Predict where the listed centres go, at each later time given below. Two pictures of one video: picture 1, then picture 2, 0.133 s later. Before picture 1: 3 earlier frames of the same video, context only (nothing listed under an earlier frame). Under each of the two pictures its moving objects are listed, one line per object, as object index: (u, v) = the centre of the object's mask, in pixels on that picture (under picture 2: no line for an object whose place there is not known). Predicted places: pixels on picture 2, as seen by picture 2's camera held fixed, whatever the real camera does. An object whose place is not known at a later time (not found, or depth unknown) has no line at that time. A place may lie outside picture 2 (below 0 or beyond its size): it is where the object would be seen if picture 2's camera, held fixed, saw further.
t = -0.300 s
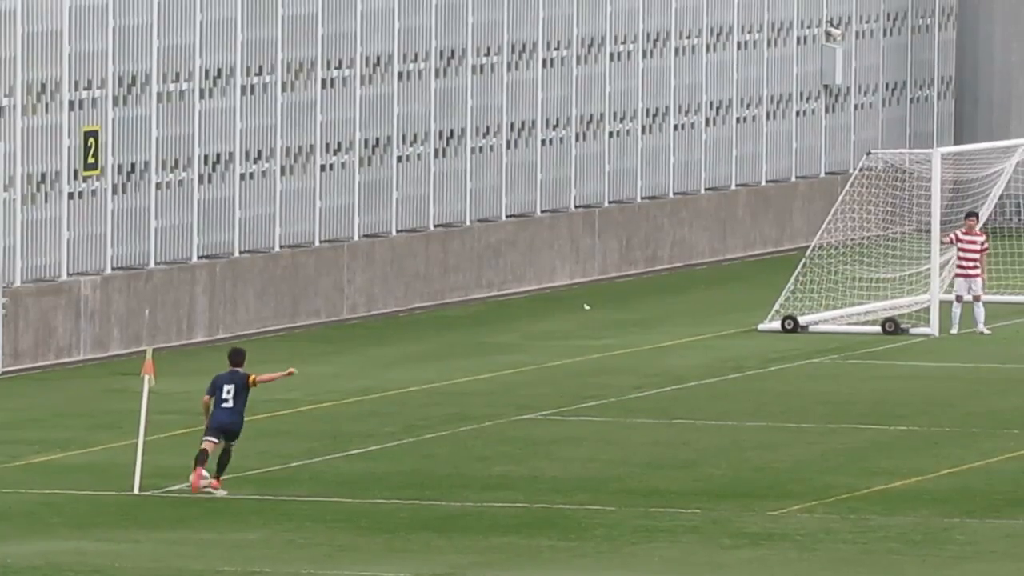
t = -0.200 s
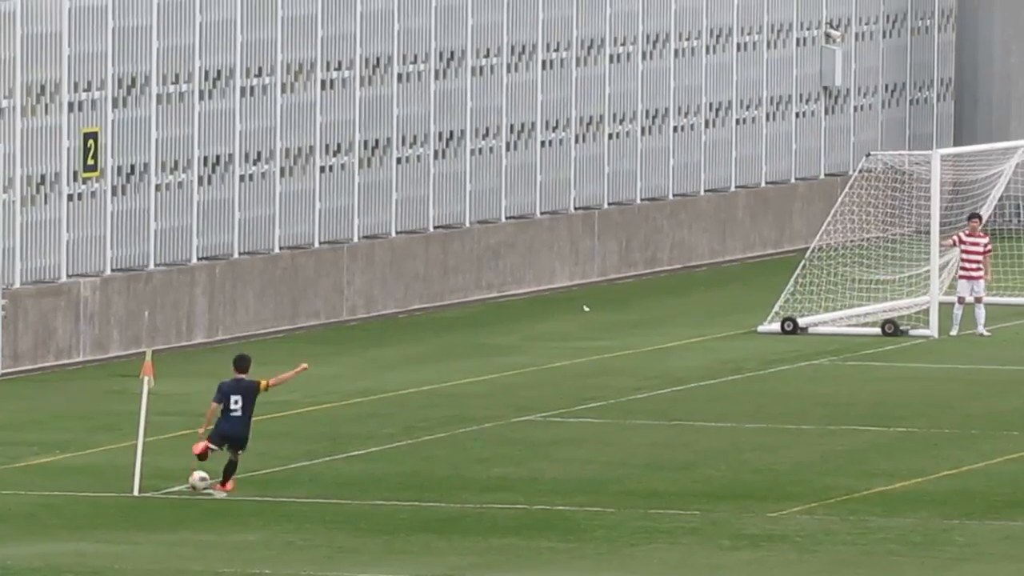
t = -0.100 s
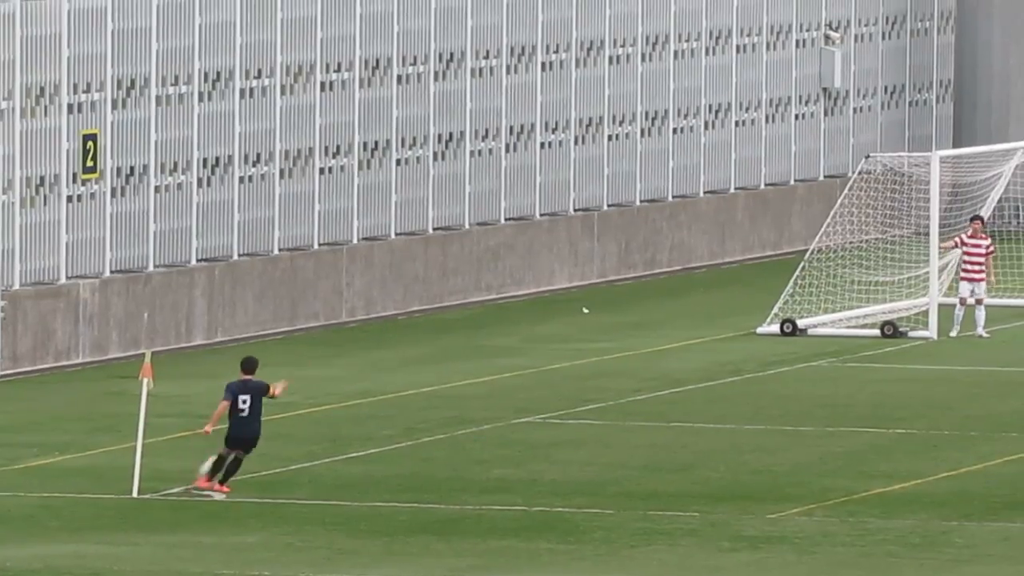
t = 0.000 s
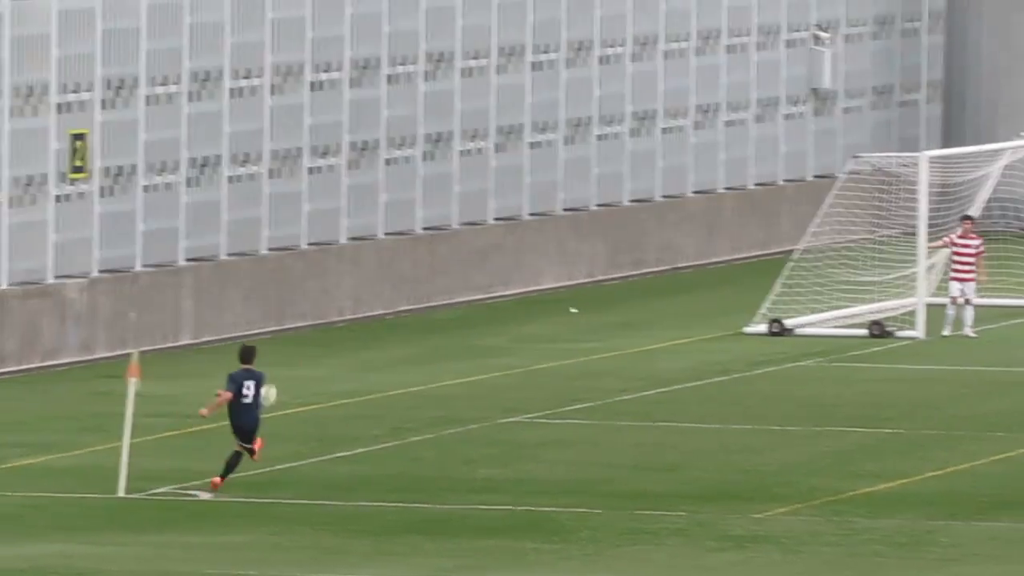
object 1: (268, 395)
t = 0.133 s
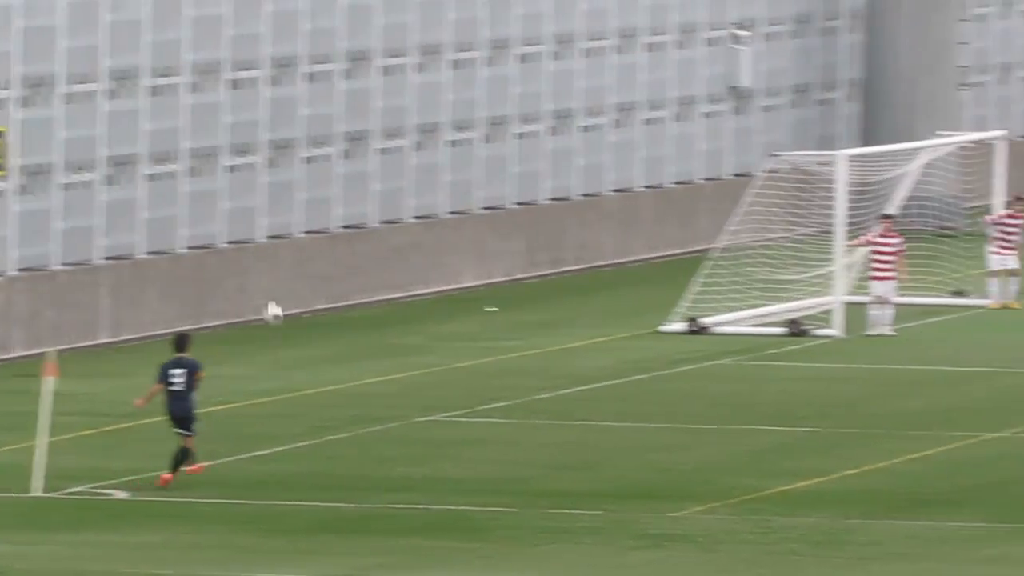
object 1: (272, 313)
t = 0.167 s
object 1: (294, 294)
